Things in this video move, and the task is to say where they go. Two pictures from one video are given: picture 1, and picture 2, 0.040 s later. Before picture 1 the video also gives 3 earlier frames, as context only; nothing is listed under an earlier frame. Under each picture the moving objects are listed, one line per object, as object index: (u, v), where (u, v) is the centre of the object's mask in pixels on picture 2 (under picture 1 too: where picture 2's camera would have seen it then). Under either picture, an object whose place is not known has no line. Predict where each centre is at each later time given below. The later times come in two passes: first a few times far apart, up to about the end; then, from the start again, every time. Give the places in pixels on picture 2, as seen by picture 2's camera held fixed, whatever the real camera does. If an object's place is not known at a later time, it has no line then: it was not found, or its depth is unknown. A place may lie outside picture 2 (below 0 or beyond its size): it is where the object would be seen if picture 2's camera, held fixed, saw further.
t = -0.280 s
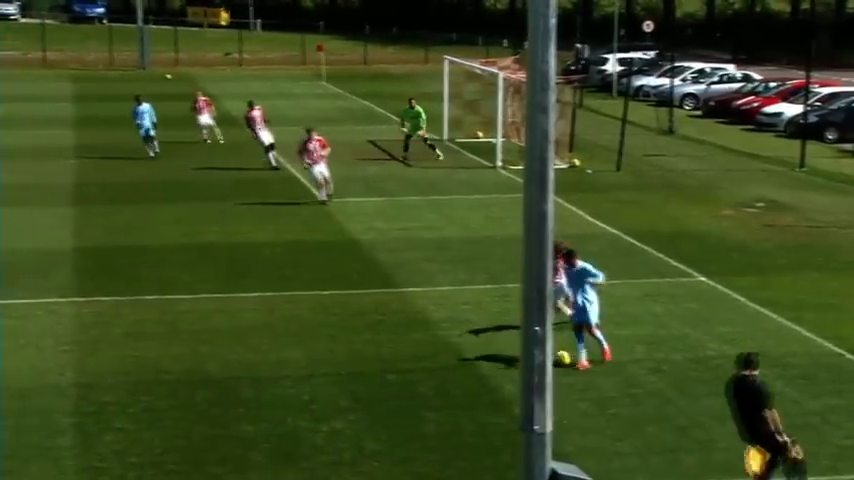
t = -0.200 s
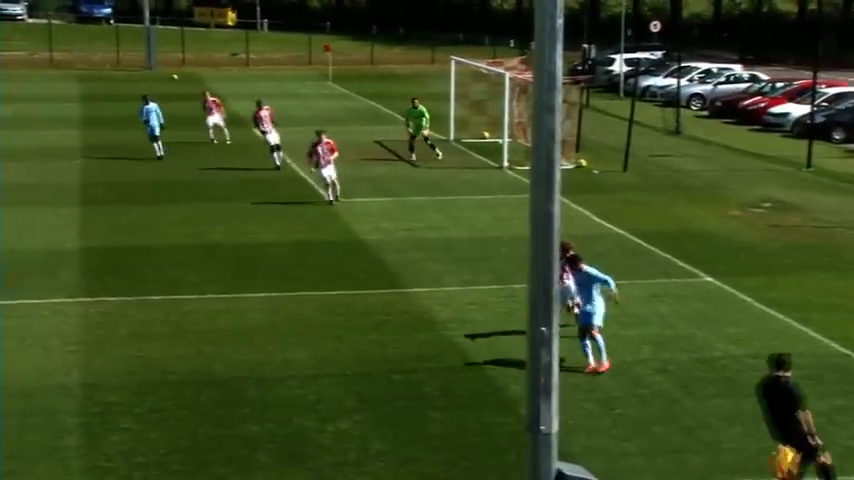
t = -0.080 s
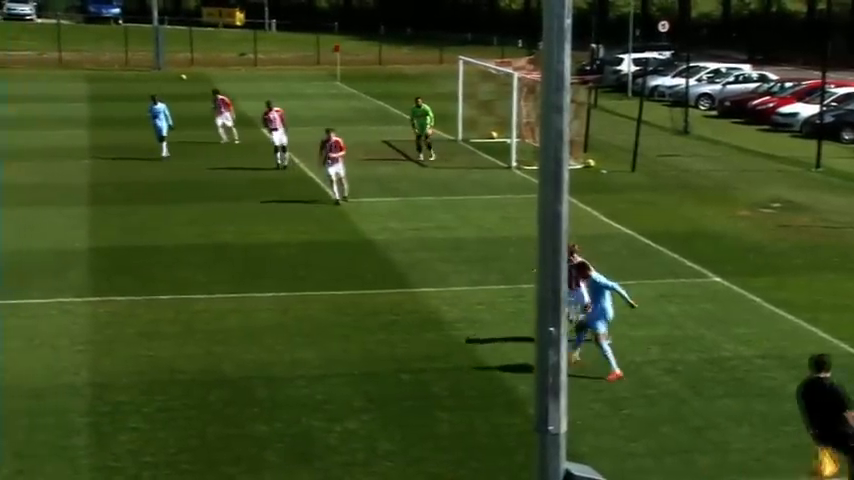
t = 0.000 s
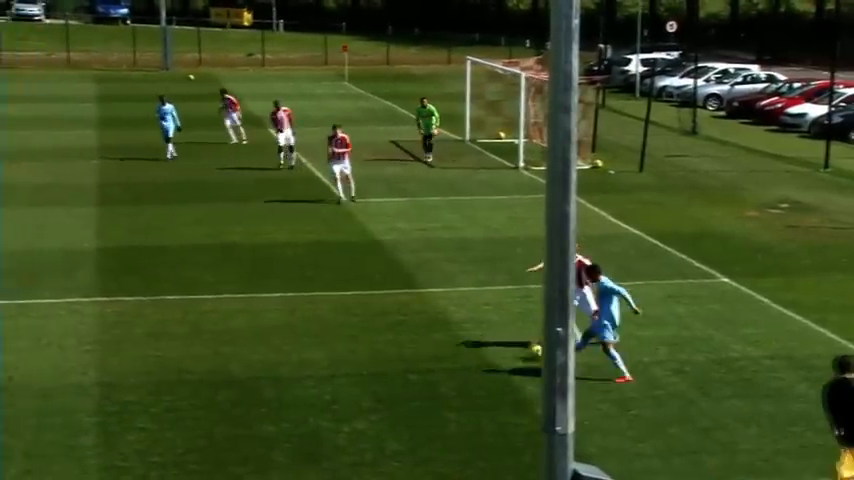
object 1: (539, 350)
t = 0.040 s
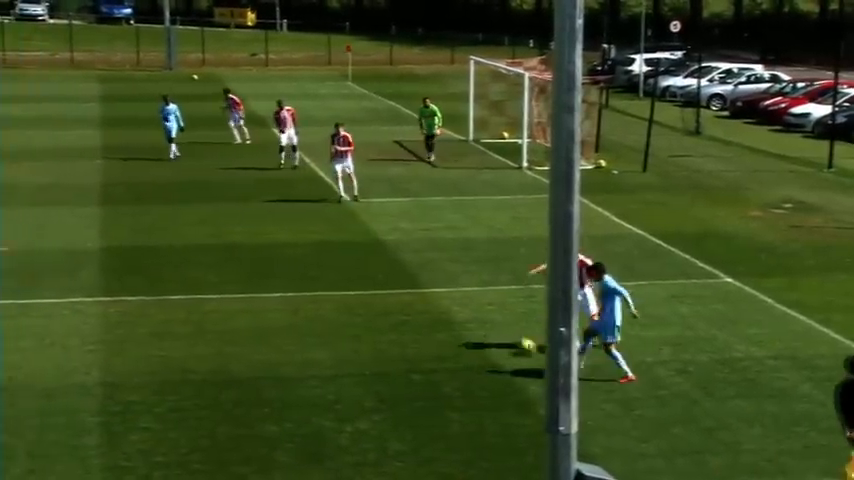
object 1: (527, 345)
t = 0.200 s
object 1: (480, 329)
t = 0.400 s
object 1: (434, 313)
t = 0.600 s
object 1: (395, 302)
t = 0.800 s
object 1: (360, 291)
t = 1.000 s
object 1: (330, 280)
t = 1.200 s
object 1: (304, 270)
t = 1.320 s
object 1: (290, 263)
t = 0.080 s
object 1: (515, 341)
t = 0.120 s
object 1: (501, 338)
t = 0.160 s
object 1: (492, 332)
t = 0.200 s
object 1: (480, 329)
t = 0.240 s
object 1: (471, 326)
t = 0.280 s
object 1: (461, 322)
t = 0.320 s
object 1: (452, 319)
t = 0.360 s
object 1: (443, 316)
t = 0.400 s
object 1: (434, 313)
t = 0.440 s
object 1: (426, 311)
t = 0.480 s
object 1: (418, 308)
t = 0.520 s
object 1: (410, 305)
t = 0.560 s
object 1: (403, 303)
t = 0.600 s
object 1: (395, 302)
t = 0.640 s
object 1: (387, 299)
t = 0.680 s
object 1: (380, 296)
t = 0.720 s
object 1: (374, 295)
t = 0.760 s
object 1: (367, 293)
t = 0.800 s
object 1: (360, 291)
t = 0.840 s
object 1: (354, 288)
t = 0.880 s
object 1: (346, 286)
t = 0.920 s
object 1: (341, 285)
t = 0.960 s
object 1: (335, 282)
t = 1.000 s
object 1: (330, 280)
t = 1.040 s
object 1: (324, 278)
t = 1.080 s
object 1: (320, 276)
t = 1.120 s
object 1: (314, 274)
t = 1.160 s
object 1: (309, 272)
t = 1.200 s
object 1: (304, 270)
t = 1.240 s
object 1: (299, 268)
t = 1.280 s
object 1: (294, 266)
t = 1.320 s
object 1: (290, 263)
